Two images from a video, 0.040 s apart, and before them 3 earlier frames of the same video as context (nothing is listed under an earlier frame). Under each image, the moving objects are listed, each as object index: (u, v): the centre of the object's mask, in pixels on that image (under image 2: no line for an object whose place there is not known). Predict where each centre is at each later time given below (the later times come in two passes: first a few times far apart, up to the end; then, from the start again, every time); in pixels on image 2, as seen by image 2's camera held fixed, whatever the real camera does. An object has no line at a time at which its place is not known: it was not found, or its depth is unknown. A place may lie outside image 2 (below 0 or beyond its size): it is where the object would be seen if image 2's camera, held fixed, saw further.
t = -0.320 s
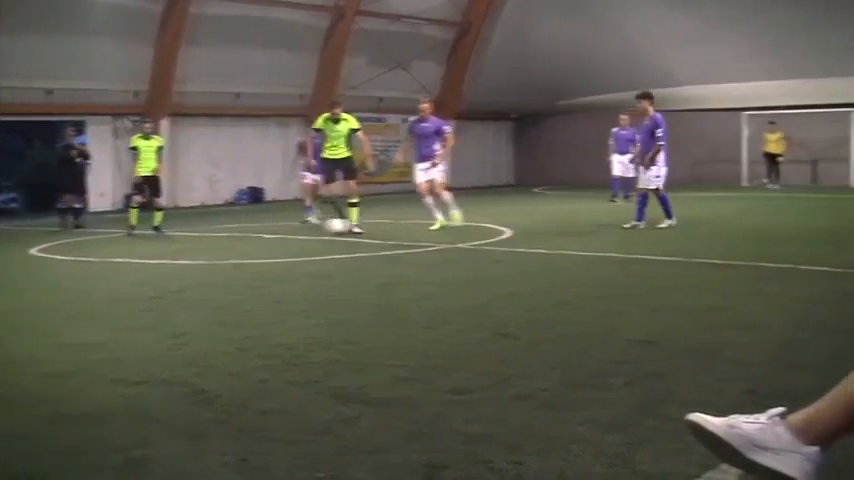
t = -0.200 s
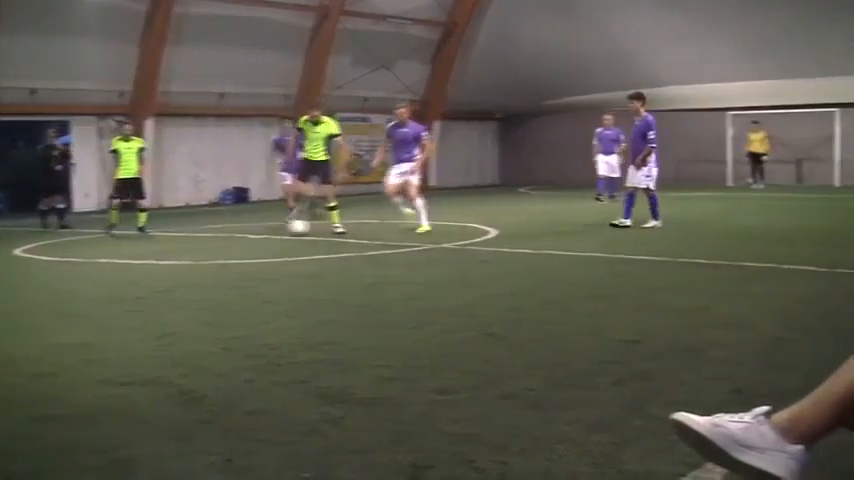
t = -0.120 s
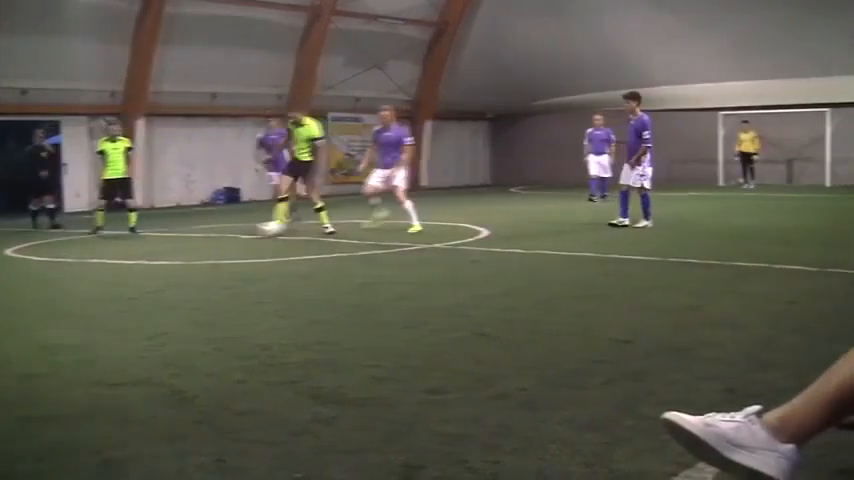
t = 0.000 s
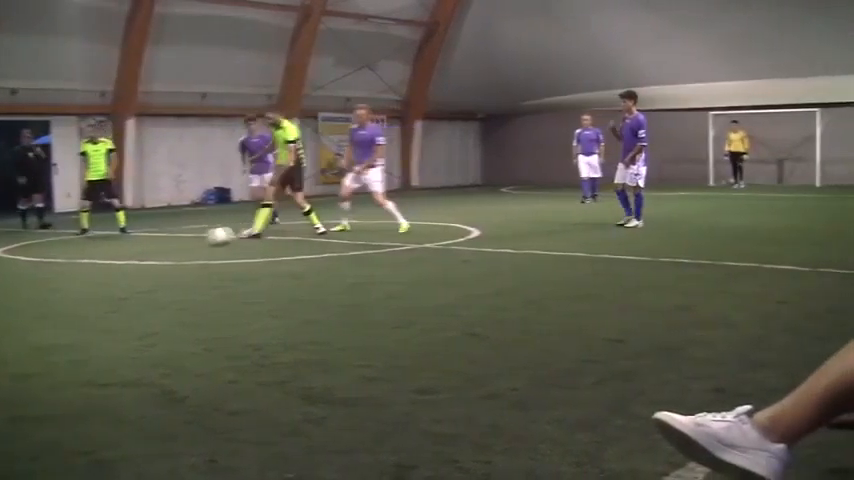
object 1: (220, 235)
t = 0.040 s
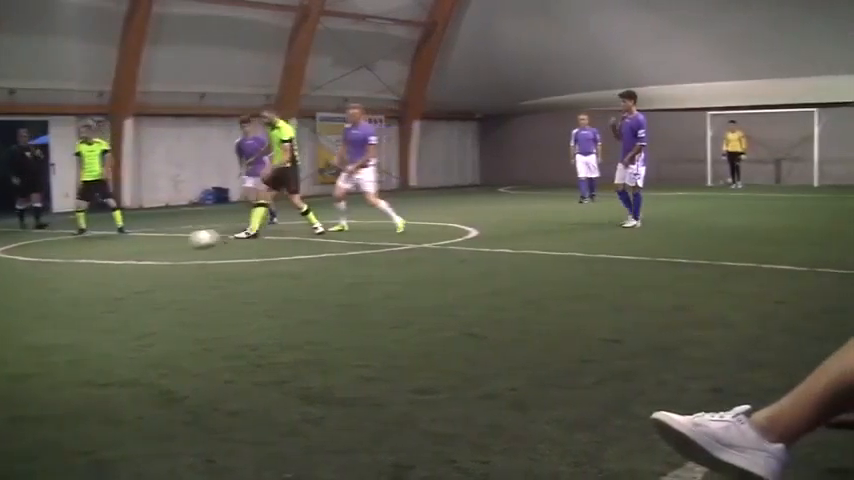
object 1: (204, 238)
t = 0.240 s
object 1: (129, 251)
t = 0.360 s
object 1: (83, 260)
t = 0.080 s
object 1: (189, 240)
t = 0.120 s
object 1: (176, 243)
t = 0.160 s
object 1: (160, 246)
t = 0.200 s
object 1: (144, 248)
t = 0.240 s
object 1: (129, 251)
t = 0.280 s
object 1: (114, 254)
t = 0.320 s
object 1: (99, 257)
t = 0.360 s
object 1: (83, 260)
